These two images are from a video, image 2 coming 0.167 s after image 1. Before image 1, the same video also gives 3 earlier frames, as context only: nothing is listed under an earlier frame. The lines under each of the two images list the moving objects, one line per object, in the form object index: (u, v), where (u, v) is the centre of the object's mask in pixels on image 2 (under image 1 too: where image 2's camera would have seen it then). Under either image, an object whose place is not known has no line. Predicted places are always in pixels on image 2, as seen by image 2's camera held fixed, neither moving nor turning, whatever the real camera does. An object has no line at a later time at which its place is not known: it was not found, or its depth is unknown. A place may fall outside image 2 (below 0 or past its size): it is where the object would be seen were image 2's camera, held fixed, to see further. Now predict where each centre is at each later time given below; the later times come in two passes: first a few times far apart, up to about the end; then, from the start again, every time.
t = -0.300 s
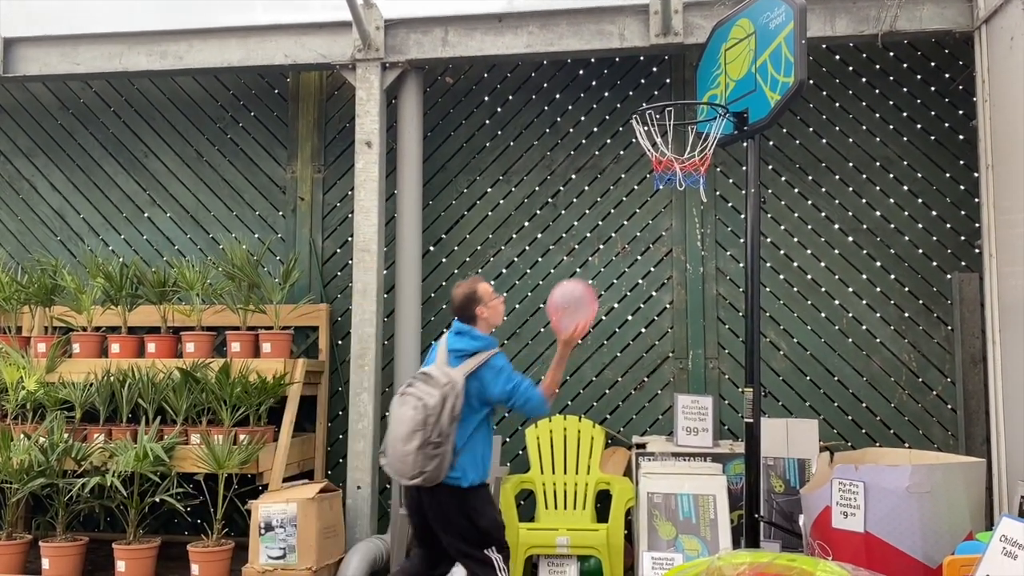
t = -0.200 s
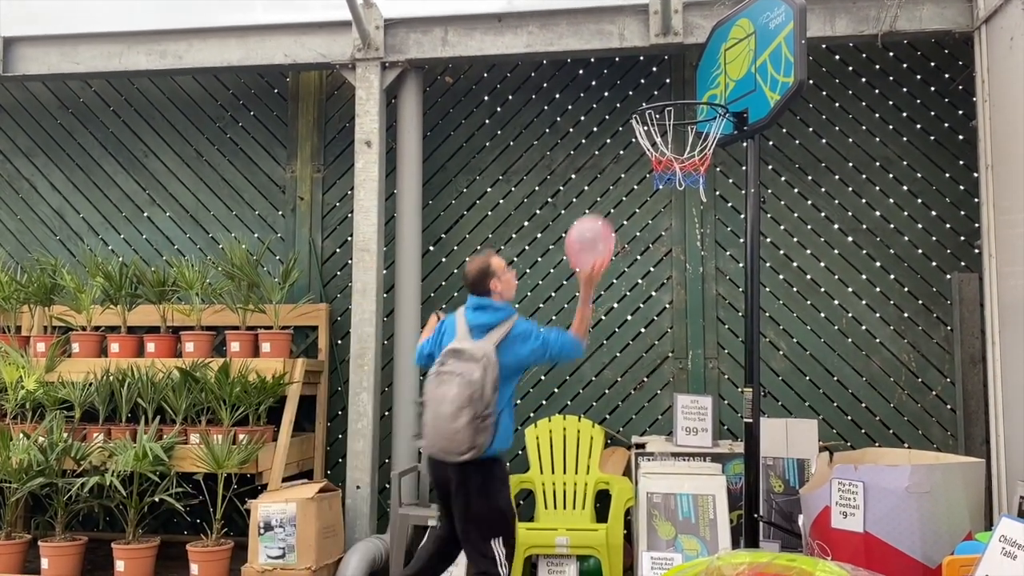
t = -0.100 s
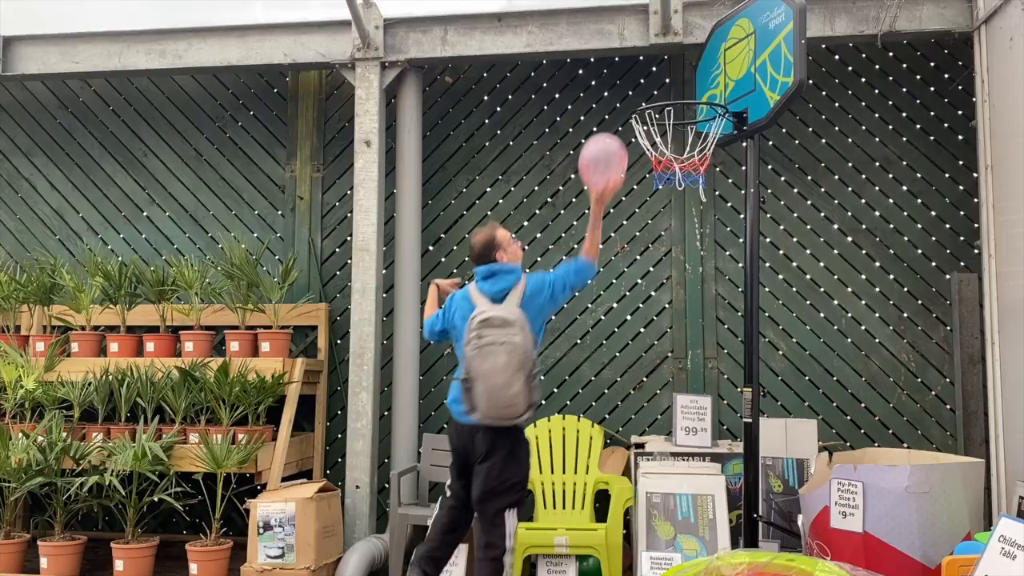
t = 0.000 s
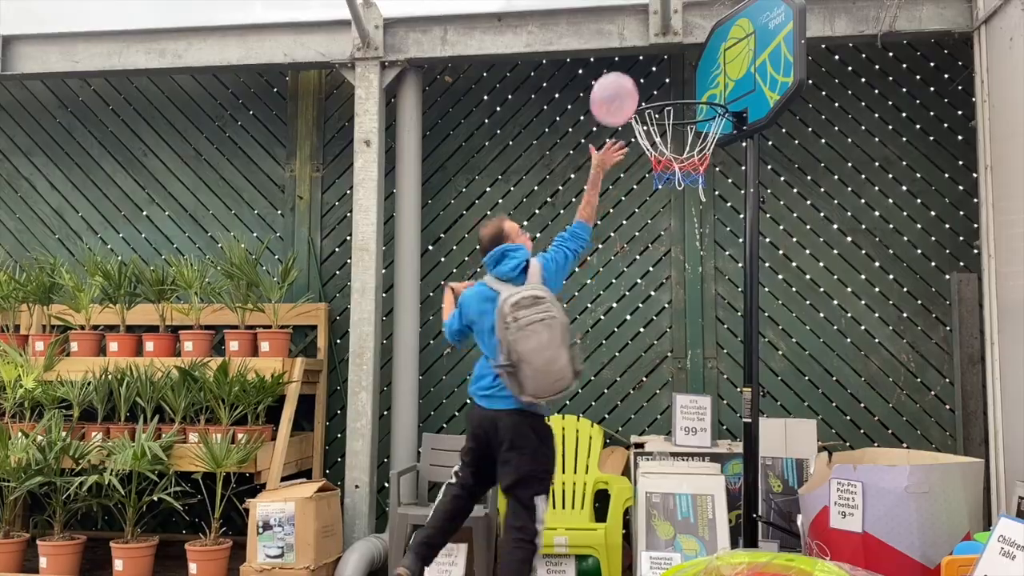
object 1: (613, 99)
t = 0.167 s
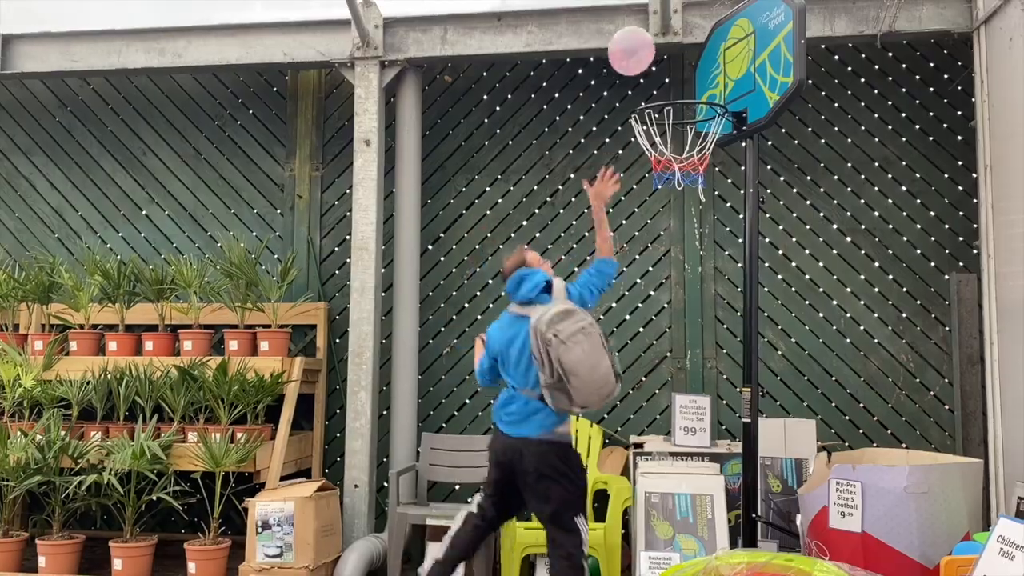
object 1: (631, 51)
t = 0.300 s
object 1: (643, 53)
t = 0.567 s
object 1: (655, 67)
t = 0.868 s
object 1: (657, 83)
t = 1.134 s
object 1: (656, 198)
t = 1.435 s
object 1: (658, 484)
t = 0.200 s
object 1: (634, 48)
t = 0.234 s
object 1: (637, 48)
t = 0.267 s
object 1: (640, 49)
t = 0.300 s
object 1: (643, 53)
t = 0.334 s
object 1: (646, 59)
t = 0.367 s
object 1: (648, 66)
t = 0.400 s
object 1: (651, 75)
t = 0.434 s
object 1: (653, 81)
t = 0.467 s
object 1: (653, 75)
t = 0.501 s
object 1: (654, 70)
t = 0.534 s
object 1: (655, 67)
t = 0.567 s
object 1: (655, 67)
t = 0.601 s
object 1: (656, 68)
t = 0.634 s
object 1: (656, 71)
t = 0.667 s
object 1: (657, 76)
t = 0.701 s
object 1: (657, 80)
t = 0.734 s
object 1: (657, 77)
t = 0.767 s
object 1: (657, 75)
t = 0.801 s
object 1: (657, 76)
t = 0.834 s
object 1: (657, 78)
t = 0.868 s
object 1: (657, 83)
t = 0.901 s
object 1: (657, 90)
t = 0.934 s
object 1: (657, 99)
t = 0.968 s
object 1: (657, 109)
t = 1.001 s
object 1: (657, 122)
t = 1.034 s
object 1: (657, 138)
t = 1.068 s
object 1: (656, 156)
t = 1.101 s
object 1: (656, 177)
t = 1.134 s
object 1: (656, 198)
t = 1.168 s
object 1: (657, 221)
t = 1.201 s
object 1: (657, 247)
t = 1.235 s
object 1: (657, 274)
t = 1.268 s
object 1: (657, 304)
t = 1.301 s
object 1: (657, 336)
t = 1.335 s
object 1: (657, 370)
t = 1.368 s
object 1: (657, 405)
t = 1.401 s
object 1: (657, 440)
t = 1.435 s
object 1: (658, 484)
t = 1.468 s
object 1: (657, 525)
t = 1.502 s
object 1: (653, 561)
